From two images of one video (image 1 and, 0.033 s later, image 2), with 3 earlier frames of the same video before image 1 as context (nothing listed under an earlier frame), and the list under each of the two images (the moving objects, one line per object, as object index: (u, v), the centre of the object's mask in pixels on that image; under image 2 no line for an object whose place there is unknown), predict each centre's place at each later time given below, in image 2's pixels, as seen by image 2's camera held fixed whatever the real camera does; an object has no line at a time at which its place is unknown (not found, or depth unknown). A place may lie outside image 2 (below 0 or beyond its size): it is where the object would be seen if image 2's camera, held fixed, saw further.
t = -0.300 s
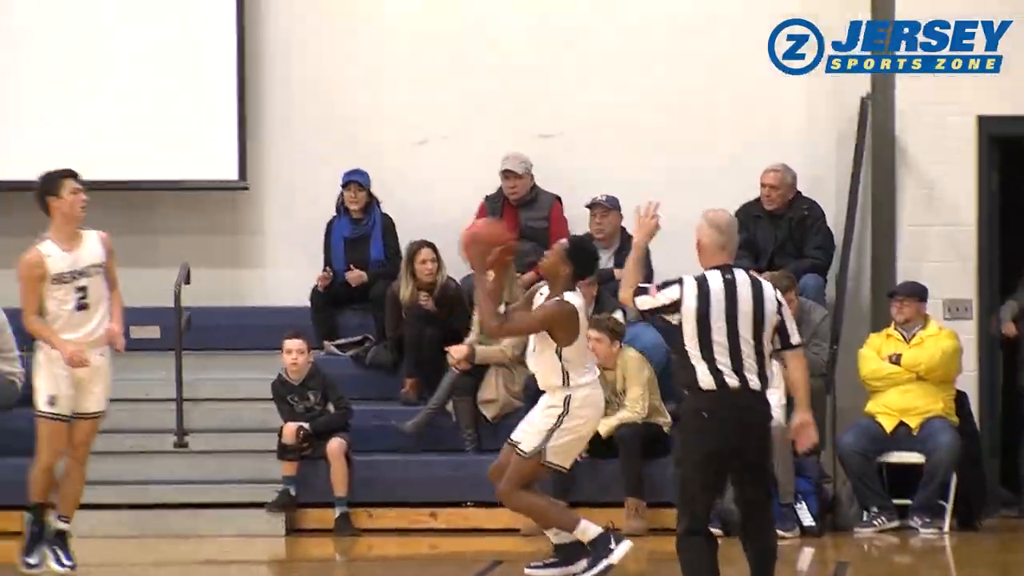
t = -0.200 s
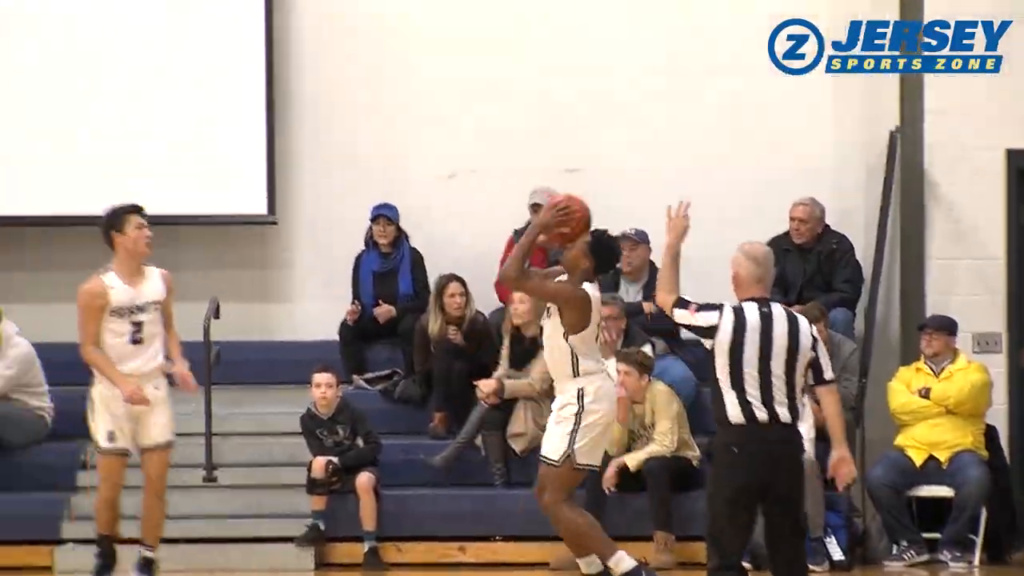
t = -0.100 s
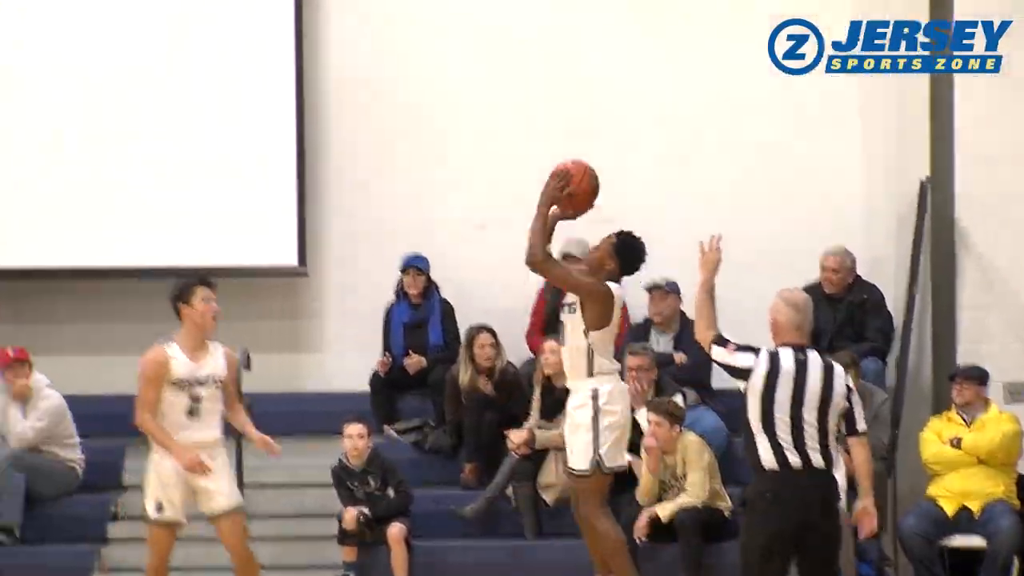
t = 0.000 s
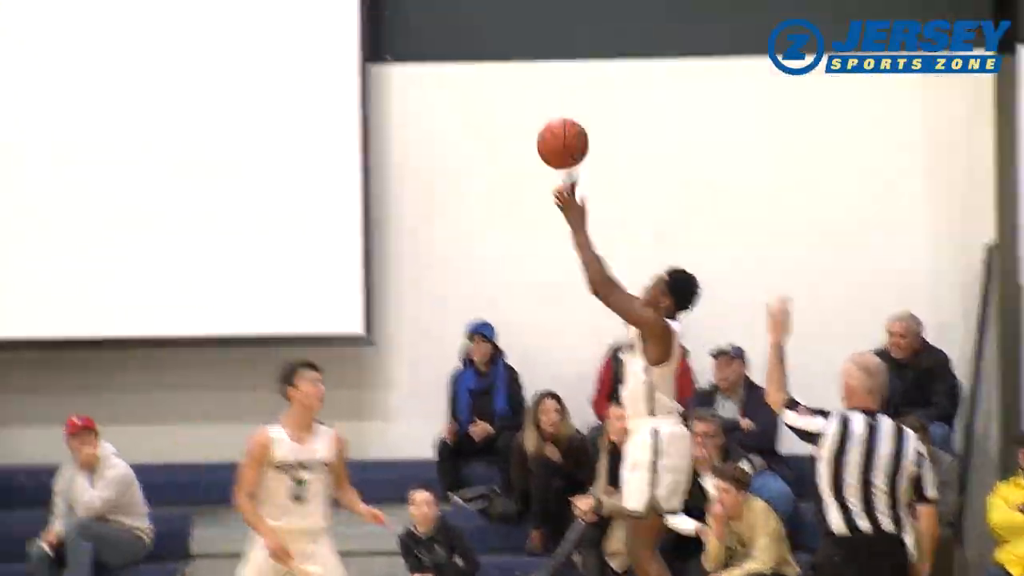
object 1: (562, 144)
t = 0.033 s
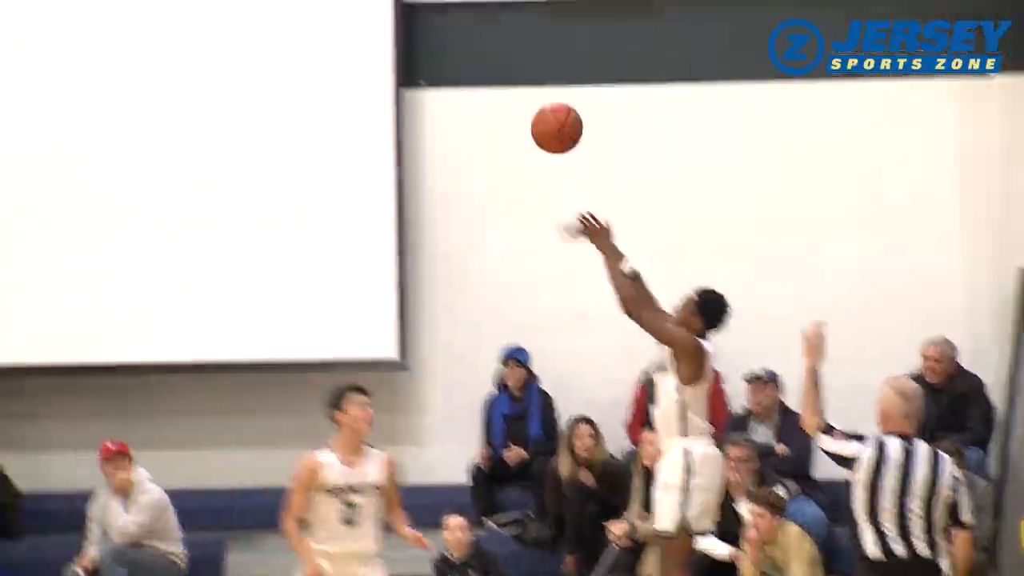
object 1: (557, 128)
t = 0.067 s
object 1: (518, 88)
